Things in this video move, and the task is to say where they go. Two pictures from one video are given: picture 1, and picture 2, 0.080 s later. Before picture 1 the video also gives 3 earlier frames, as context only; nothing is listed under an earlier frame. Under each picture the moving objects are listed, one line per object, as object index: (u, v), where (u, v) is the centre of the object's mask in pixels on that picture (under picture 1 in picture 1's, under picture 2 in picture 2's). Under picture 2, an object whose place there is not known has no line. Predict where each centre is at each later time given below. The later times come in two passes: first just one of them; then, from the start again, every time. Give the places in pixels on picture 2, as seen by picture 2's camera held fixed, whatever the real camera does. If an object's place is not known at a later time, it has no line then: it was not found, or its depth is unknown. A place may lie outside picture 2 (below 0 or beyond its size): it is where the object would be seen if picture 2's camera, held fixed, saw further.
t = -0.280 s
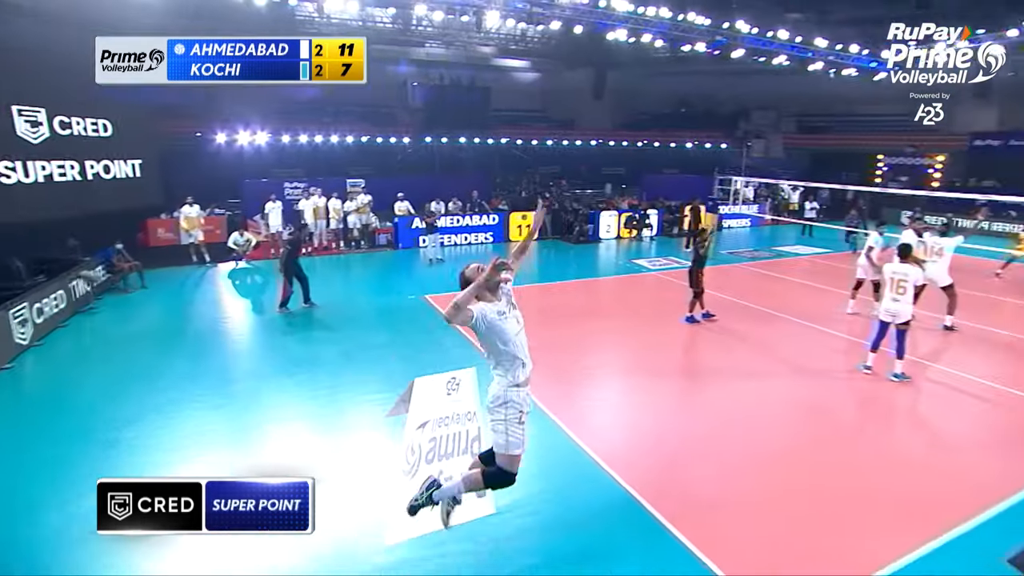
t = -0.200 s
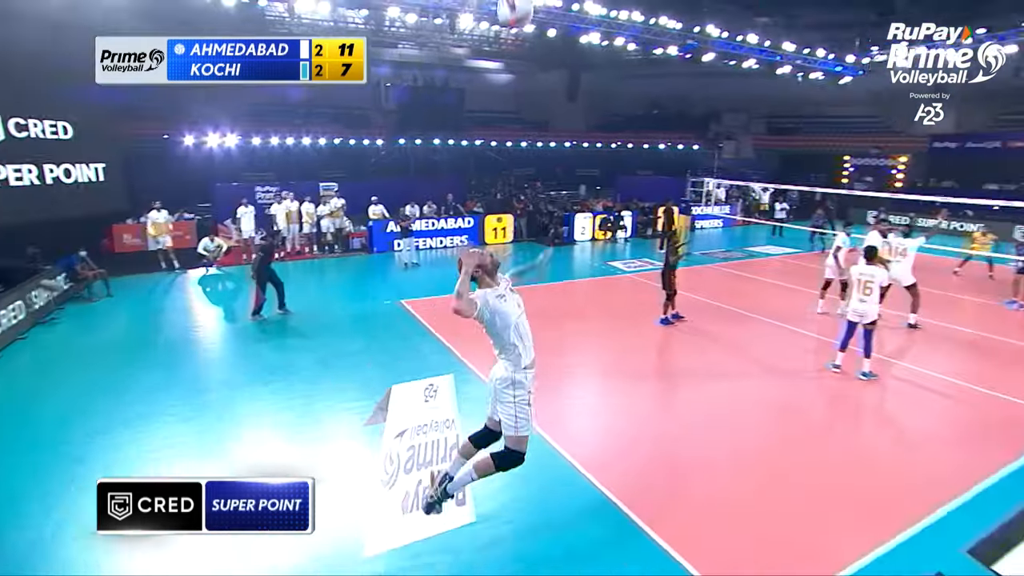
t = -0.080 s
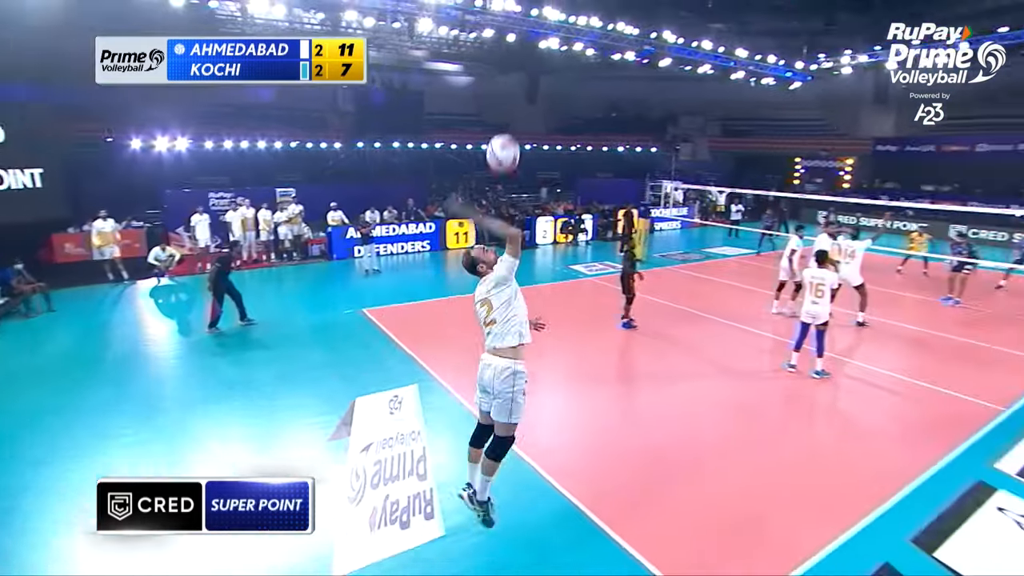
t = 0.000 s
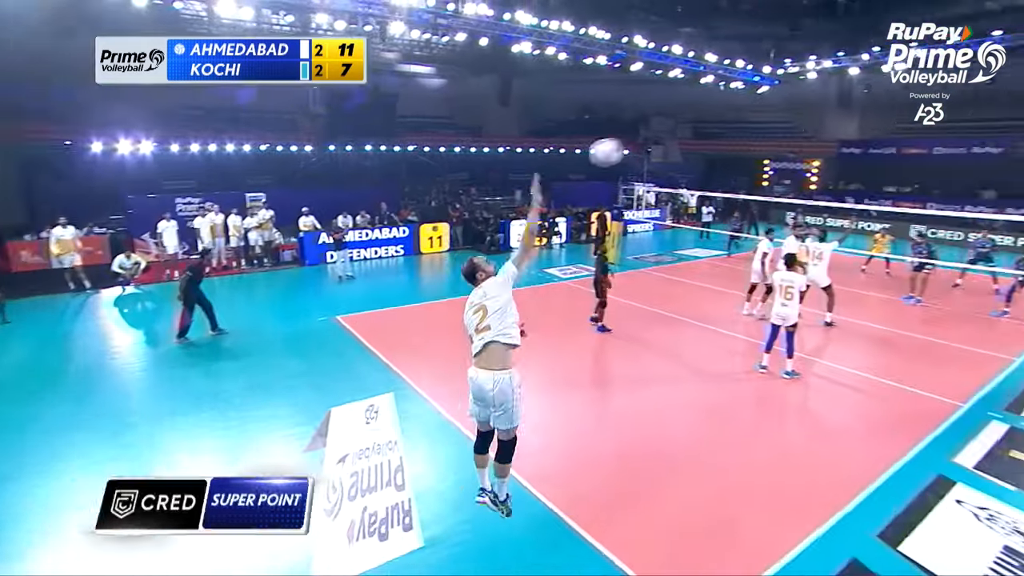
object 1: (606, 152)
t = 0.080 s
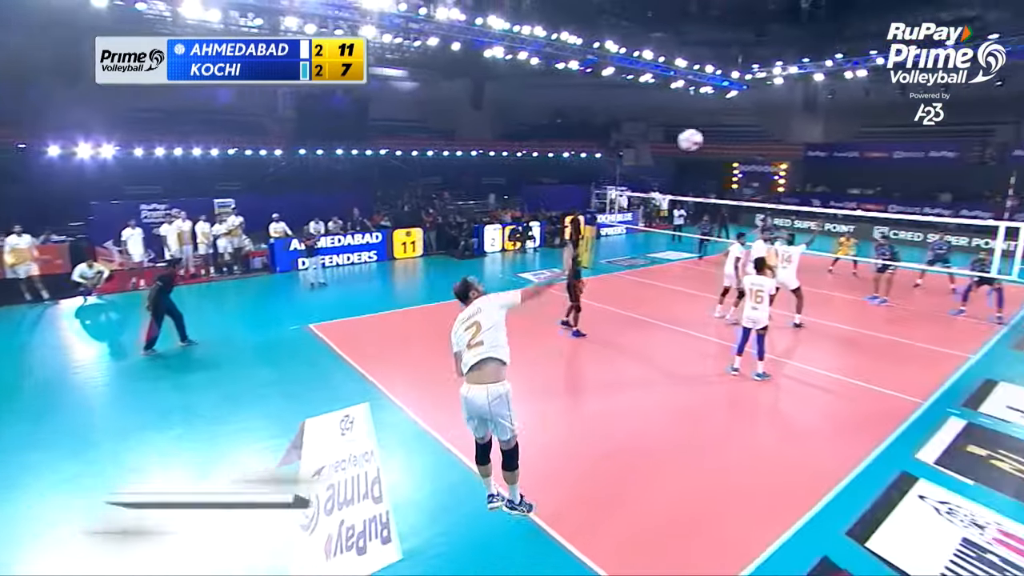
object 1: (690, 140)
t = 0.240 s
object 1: (810, 149)
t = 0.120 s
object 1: (729, 138)
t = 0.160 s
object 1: (761, 140)
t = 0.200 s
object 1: (788, 143)
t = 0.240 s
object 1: (810, 149)
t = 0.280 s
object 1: (829, 155)
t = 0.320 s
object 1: (845, 162)
